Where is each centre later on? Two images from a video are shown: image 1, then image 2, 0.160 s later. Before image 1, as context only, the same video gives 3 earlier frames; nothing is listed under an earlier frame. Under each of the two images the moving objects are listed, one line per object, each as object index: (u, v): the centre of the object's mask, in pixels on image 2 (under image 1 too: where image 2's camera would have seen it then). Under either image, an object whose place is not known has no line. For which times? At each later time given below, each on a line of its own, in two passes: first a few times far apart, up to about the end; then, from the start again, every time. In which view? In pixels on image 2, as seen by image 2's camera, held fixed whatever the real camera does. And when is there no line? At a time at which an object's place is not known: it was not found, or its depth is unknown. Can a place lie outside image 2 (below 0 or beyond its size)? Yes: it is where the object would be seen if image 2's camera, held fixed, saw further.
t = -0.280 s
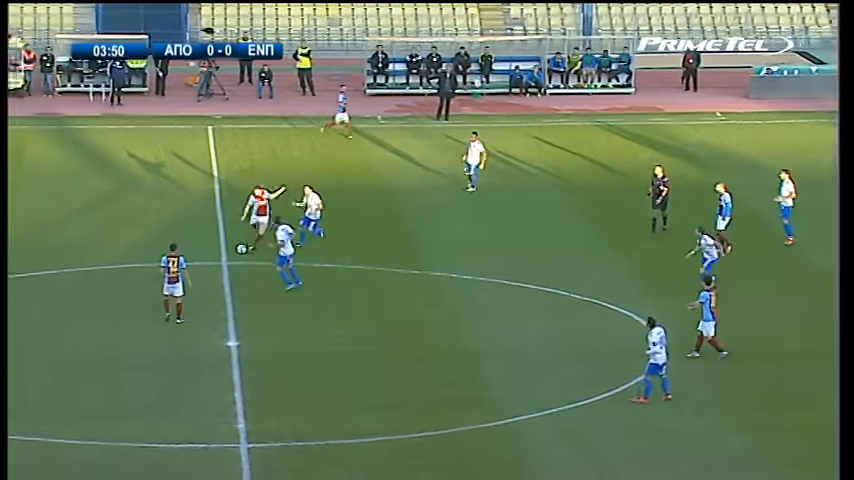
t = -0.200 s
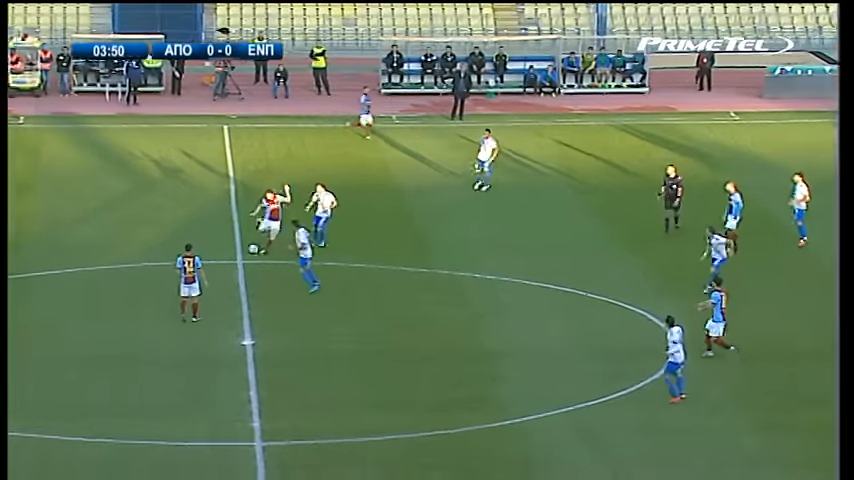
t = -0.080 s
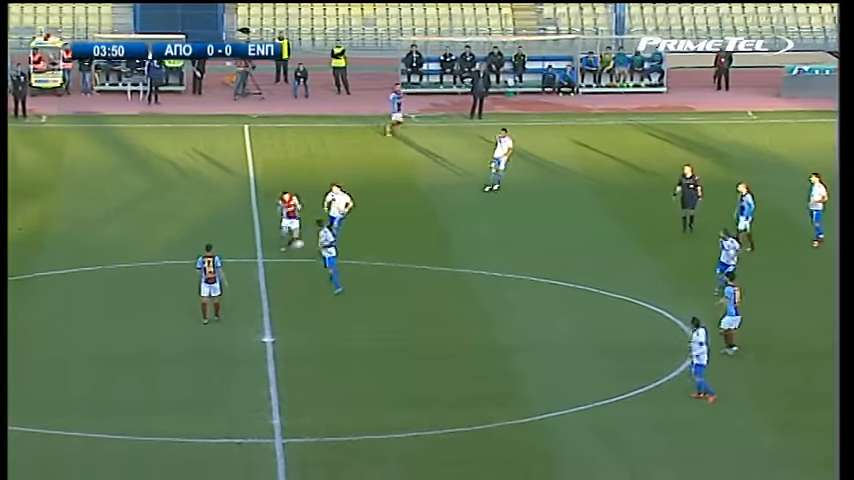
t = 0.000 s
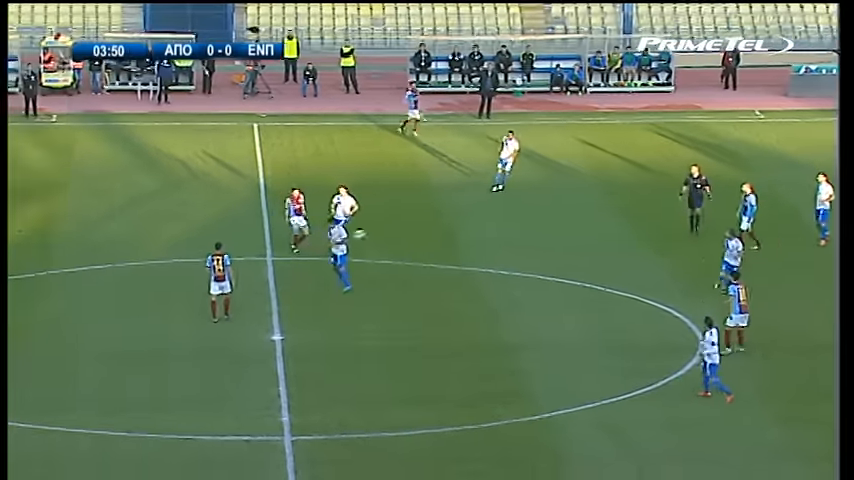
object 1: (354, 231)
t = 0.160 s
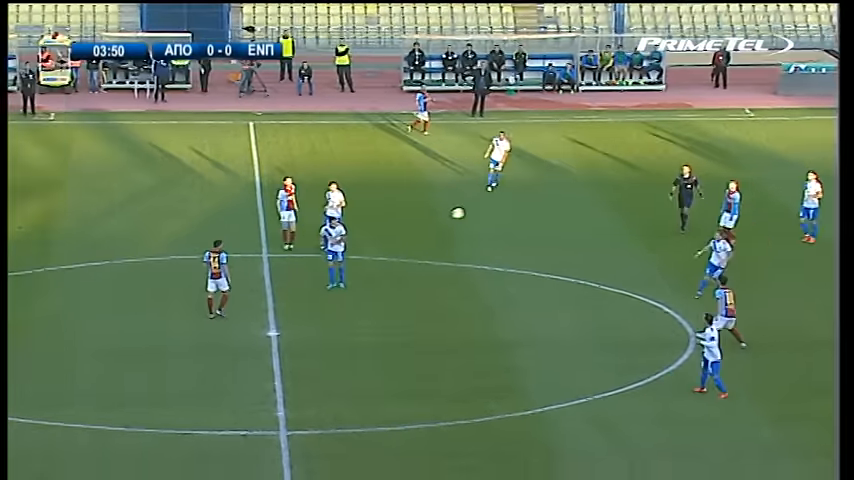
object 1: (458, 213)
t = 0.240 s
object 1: (510, 203)
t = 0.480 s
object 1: (671, 178)
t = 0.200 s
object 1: (485, 208)
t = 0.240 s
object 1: (510, 203)
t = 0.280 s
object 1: (537, 199)
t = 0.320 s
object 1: (563, 195)
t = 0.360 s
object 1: (589, 190)
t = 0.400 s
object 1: (617, 186)
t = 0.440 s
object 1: (644, 182)
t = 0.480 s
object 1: (671, 178)
